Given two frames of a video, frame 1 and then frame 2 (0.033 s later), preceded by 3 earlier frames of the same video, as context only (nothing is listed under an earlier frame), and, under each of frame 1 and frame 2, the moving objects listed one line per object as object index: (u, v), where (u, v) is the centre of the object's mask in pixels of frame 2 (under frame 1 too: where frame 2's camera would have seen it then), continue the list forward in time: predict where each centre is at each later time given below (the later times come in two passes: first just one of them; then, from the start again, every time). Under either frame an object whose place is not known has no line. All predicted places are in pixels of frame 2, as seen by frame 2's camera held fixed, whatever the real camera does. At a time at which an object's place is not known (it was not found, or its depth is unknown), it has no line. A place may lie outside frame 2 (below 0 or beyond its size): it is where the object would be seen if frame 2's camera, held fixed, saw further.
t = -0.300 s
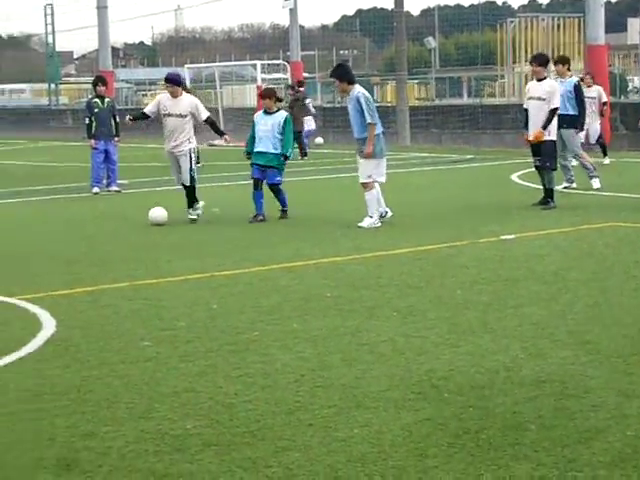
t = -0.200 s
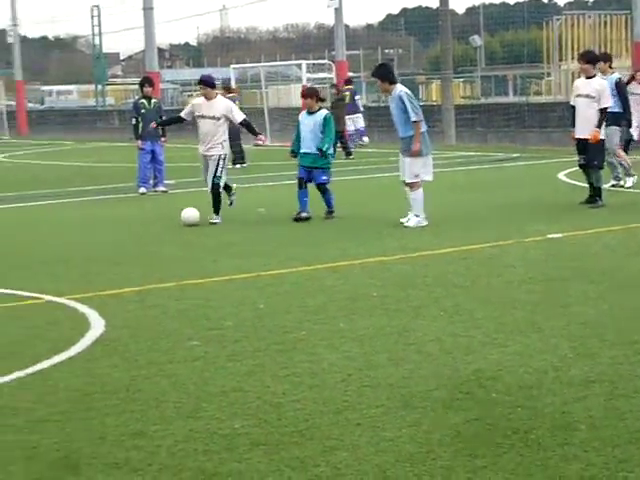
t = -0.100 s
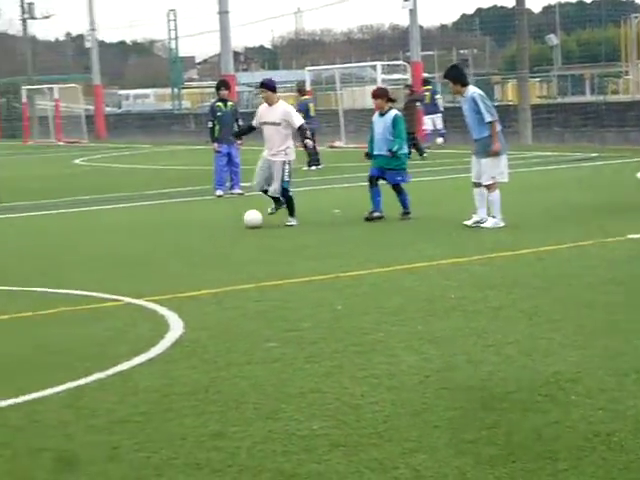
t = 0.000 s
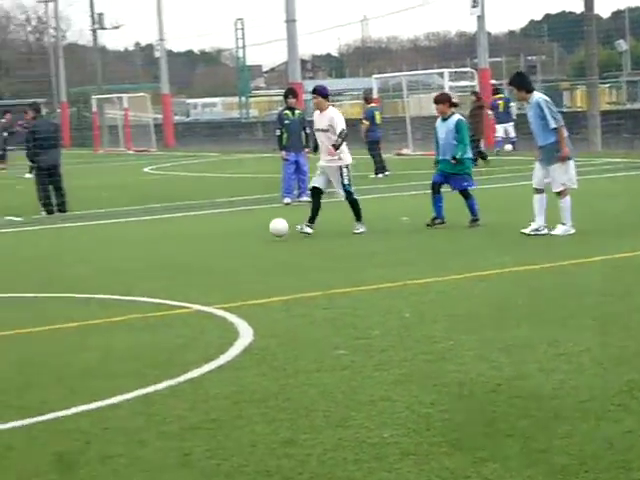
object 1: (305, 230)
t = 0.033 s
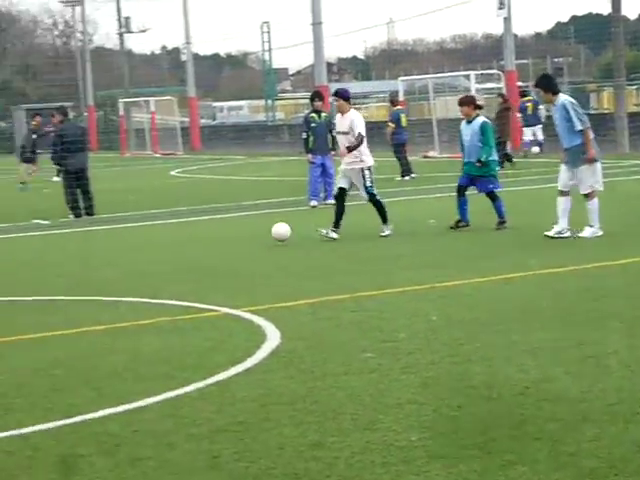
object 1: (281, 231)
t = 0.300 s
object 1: (75, 262)
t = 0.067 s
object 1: (256, 234)
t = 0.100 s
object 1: (231, 238)
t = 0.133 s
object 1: (205, 242)
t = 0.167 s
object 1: (178, 248)
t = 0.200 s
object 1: (151, 254)
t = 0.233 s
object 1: (126, 256)
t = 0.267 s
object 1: (101, 258)
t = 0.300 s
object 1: (75, 262)
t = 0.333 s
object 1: (48, 267)
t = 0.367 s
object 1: (21, 272)
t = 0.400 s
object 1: (-5, 275)
